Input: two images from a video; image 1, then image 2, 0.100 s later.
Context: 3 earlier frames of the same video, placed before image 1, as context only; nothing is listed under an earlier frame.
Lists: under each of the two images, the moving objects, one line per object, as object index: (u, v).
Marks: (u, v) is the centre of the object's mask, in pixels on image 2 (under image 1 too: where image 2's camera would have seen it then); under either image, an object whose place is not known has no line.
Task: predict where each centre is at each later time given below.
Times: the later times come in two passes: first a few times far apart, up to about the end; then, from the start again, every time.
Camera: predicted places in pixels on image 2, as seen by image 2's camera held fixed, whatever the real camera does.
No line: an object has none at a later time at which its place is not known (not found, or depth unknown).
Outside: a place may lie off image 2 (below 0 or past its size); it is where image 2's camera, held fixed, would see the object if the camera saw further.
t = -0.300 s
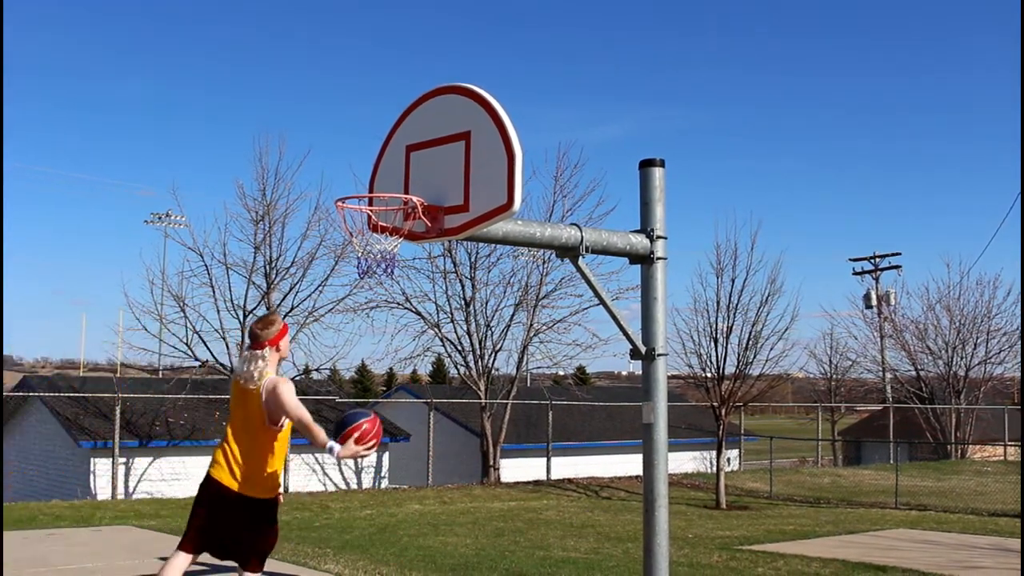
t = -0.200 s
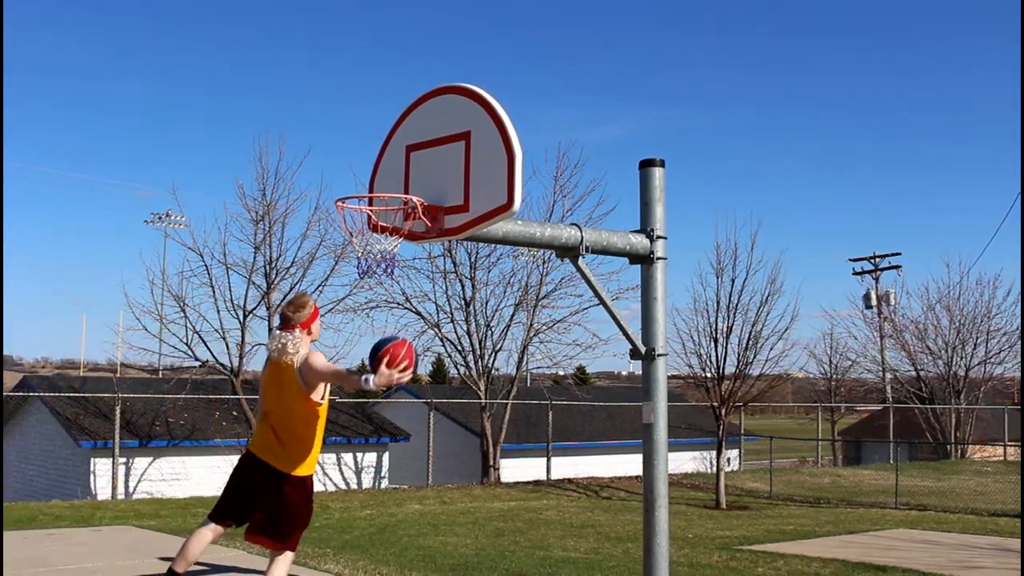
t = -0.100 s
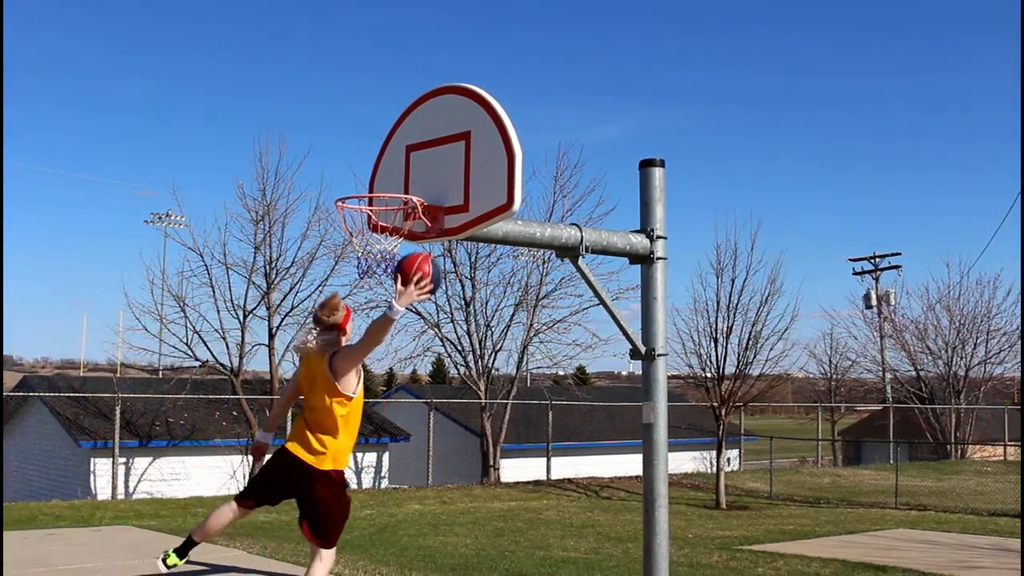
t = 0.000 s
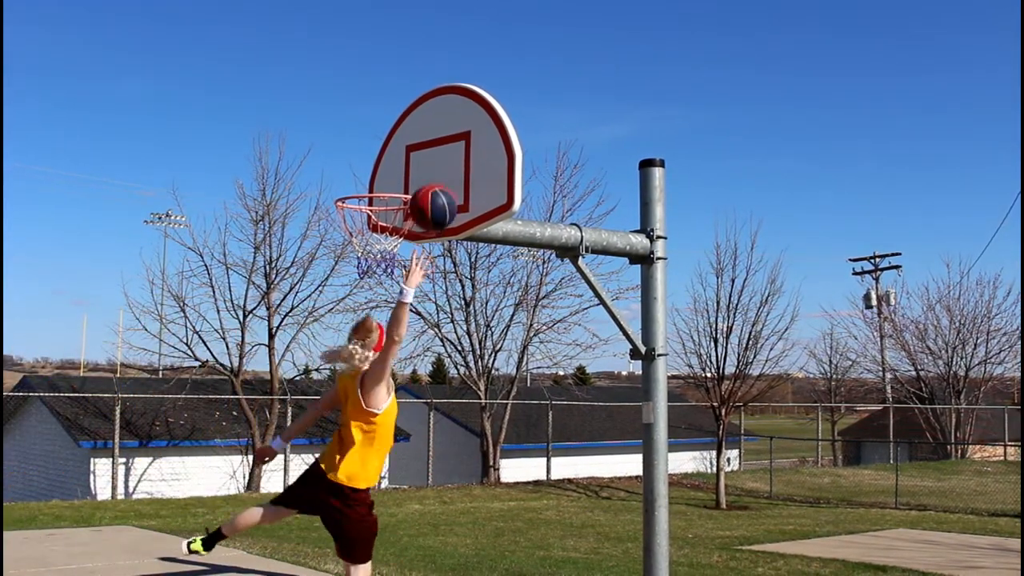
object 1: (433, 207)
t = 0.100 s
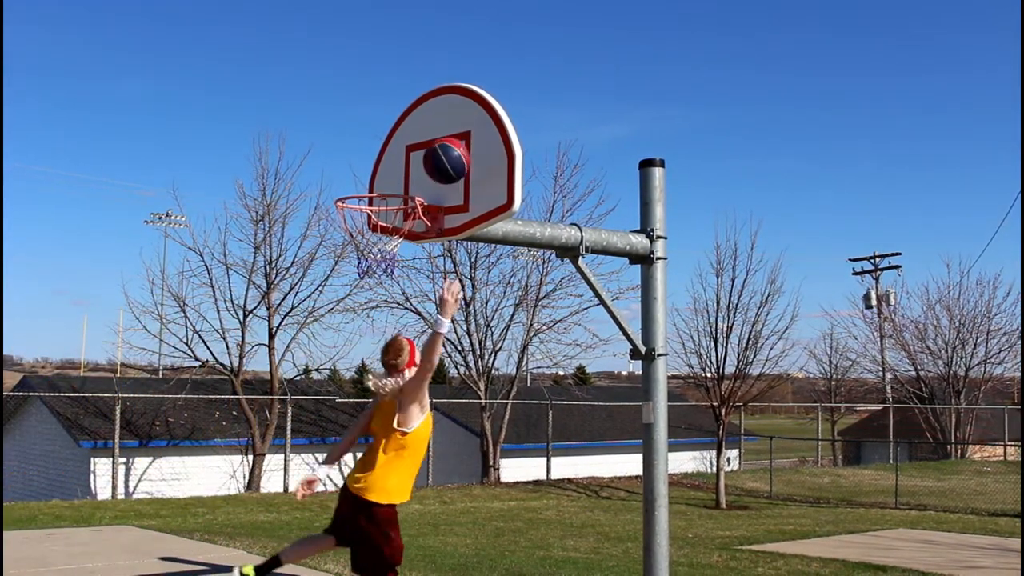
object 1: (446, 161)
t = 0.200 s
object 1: (459, 134)
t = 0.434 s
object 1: (439, 140)
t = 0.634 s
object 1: (410, 155)
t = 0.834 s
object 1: (398, 146)
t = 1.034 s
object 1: (380, 177)
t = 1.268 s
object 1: (379, 211)
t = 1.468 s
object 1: (407, 260)
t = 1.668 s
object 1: (420, 352)
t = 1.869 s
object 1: (432, 524)
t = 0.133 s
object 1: (451, 149)
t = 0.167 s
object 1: (455, 141)
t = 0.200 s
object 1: (459, 134)
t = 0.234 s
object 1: (463, 129)
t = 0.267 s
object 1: (466, 126)
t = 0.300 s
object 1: (466, 126)
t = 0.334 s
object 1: (459, 126)
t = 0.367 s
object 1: (452, 129)
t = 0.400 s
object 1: (446, 134)
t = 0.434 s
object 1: (439, 140)
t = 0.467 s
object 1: (432, 148)
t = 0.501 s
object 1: (425, 158)
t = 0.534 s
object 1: (418, 171)
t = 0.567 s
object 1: (414, 173)
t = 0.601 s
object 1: (412, 163)
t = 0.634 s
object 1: (410, 155)
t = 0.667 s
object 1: (408, 148)
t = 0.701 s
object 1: (406, 144)
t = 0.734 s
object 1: (404, 141)
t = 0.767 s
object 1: (402, 141)
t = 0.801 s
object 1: (400, 143)
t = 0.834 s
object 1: (398, 146)
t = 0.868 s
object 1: (396, 151)
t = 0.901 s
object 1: (393, 159)
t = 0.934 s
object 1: (391, 168)
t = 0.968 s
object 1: (389, 177)
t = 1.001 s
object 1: (385, 176)
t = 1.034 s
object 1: (380, 177)
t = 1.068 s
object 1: (377, 181)
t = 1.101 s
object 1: (372, 185)
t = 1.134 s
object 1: (368, 192)
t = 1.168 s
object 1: (364, 200)
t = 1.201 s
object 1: (367, 203)
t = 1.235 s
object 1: (373, 206)
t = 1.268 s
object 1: (379, 211)
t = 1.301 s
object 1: (383, 216)
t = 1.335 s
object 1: (390, 226)
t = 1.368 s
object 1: (395, 237)
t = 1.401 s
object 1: (402, 245)
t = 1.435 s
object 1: (404, 251)
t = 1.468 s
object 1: (407, 260)
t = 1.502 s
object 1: (409, 269)
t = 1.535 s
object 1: (411, 282)
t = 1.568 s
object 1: (413, 296)
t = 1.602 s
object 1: (415, 313)
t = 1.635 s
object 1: (417, 331)
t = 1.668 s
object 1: (420, 352)
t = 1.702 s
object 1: (421, 375)
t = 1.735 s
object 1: (423, 400)
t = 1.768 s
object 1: (425, 428)
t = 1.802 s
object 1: (427, 458)
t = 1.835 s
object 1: (429, 490)
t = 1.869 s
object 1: (432, 524)
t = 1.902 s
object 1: (433, 558)
